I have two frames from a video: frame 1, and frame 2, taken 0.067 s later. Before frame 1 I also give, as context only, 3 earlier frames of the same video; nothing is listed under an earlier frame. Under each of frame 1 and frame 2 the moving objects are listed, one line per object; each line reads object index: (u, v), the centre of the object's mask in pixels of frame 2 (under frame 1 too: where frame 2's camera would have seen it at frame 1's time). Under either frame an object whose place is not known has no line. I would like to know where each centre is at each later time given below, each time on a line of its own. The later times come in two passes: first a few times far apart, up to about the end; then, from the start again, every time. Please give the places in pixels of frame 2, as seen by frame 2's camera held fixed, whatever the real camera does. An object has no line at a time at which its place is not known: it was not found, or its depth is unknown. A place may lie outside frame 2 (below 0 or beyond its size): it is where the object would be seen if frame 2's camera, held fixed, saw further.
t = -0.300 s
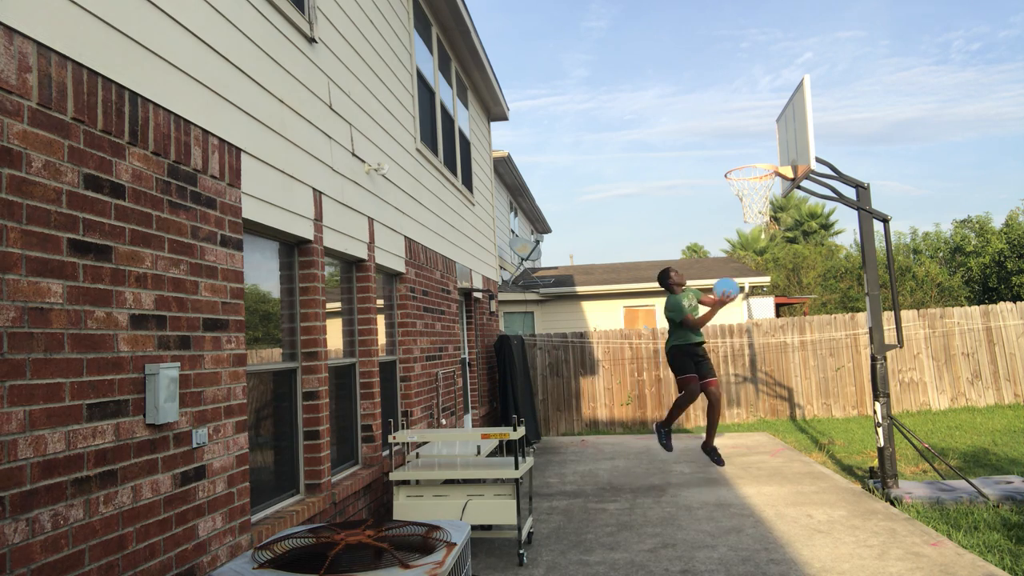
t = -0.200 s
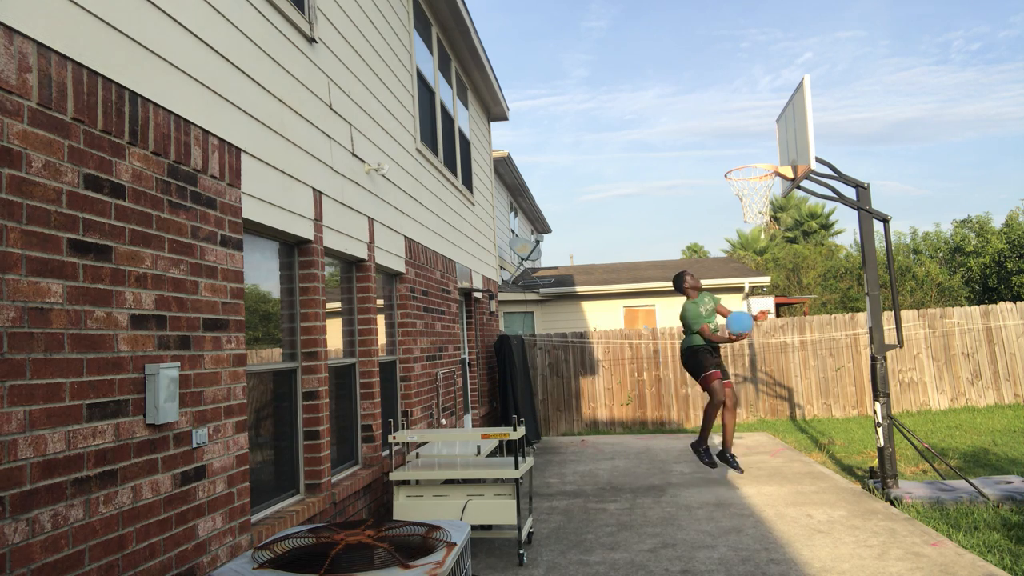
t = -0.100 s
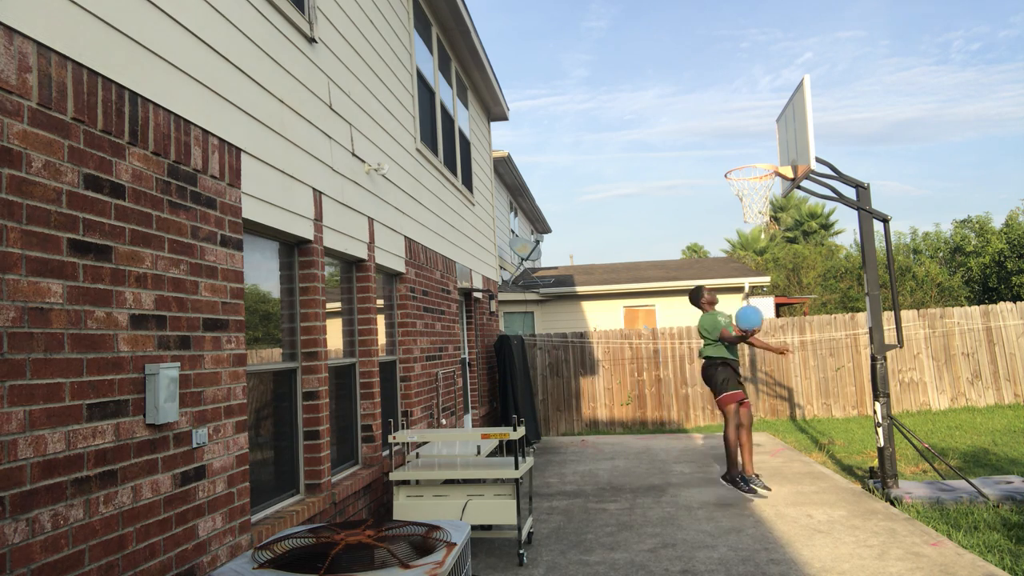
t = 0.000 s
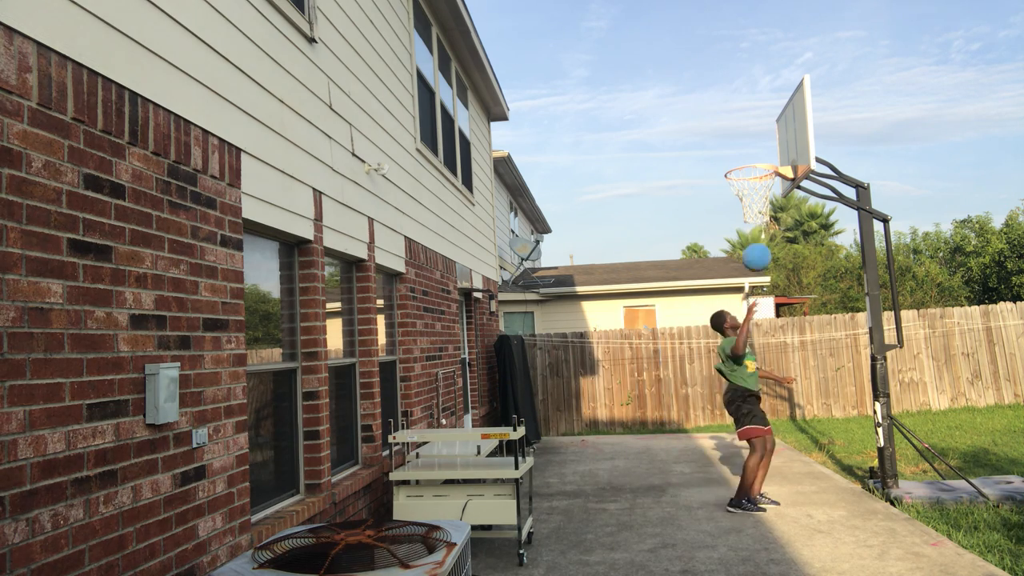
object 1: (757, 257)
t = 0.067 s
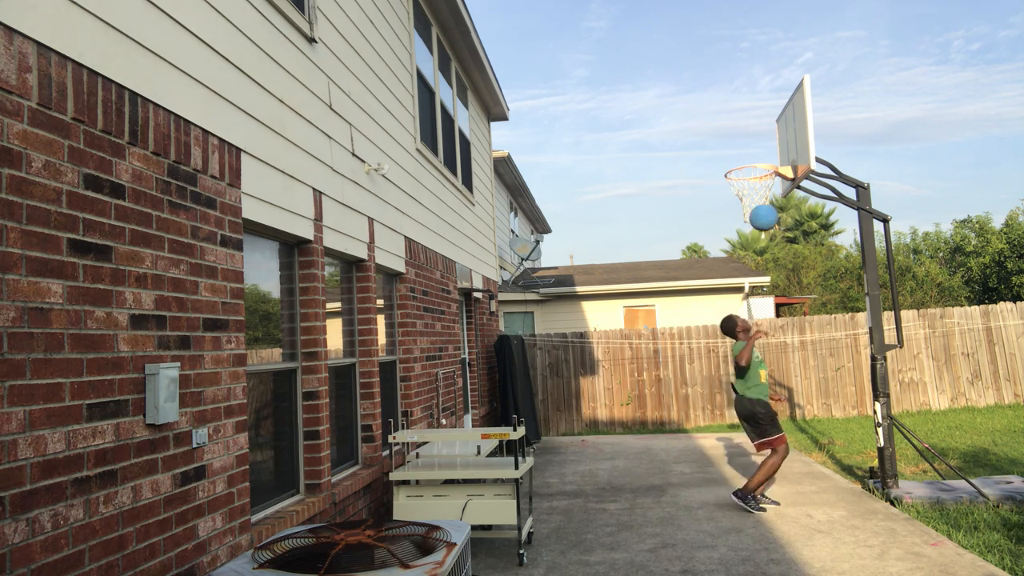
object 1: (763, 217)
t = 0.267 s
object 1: (785, 138)
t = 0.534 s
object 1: (772, 129)
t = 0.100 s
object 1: (767, 200)
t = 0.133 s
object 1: (770, 184)
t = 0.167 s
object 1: (774, 170)
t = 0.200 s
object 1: (778, 158)
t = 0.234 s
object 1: (781, 147)
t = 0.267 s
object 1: (785, 138)
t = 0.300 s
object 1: (789, 130)
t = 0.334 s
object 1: (789, 125)
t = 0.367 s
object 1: (787, 123)
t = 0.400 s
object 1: (783, 121)
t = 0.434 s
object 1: (780, 121)
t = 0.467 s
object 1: (777, 123)
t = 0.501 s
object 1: (774, 125)
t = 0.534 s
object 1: (772, 129)
